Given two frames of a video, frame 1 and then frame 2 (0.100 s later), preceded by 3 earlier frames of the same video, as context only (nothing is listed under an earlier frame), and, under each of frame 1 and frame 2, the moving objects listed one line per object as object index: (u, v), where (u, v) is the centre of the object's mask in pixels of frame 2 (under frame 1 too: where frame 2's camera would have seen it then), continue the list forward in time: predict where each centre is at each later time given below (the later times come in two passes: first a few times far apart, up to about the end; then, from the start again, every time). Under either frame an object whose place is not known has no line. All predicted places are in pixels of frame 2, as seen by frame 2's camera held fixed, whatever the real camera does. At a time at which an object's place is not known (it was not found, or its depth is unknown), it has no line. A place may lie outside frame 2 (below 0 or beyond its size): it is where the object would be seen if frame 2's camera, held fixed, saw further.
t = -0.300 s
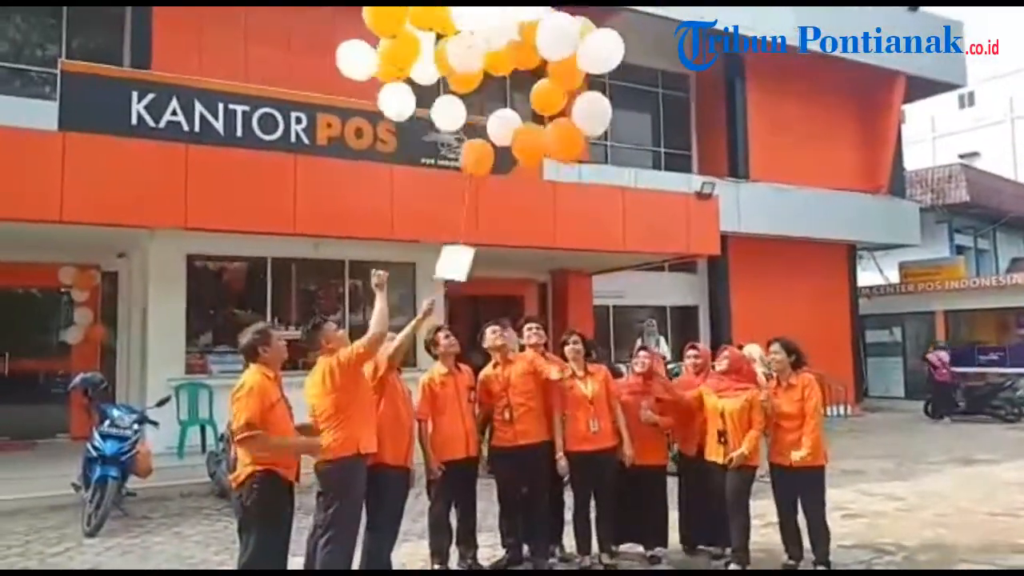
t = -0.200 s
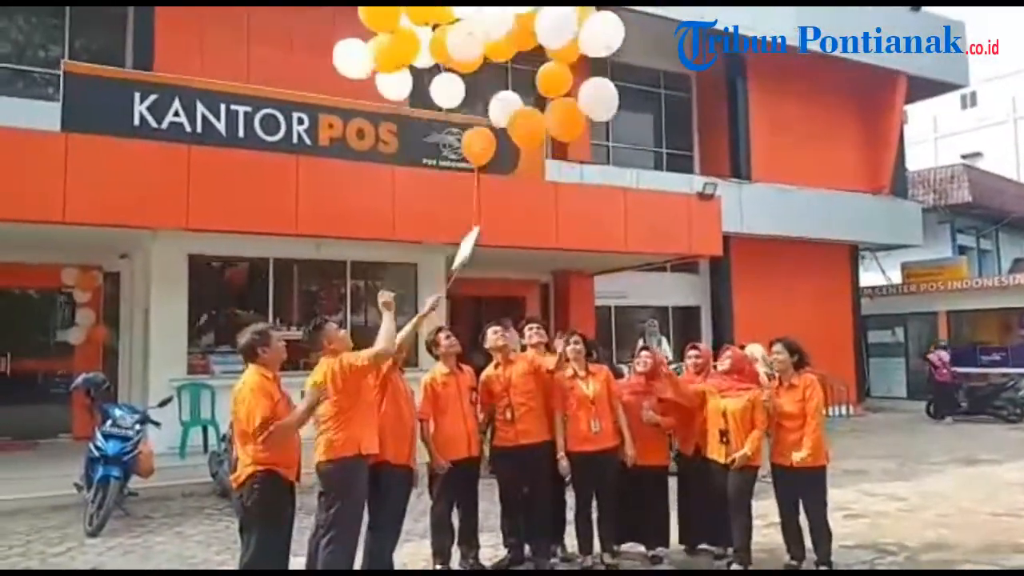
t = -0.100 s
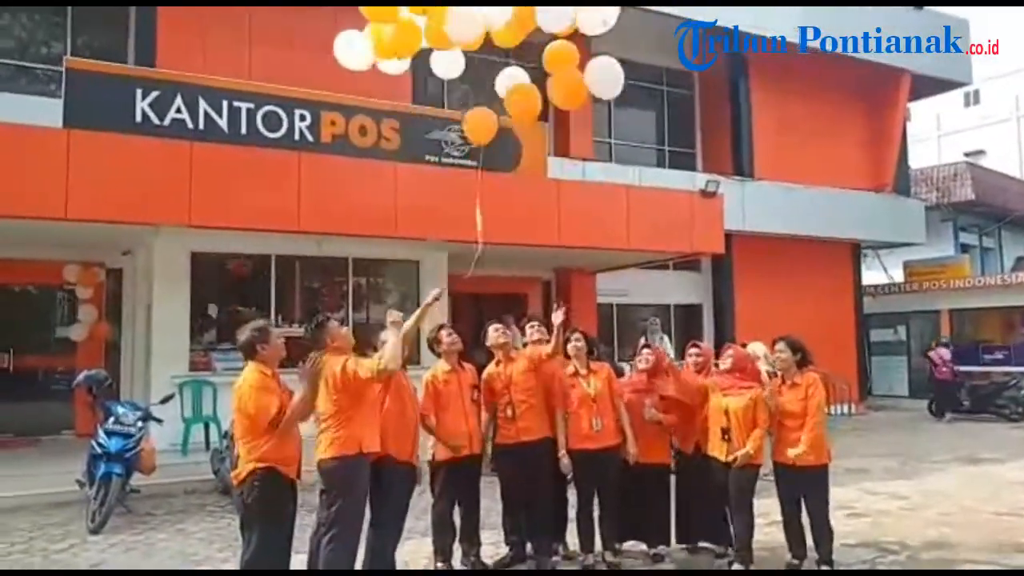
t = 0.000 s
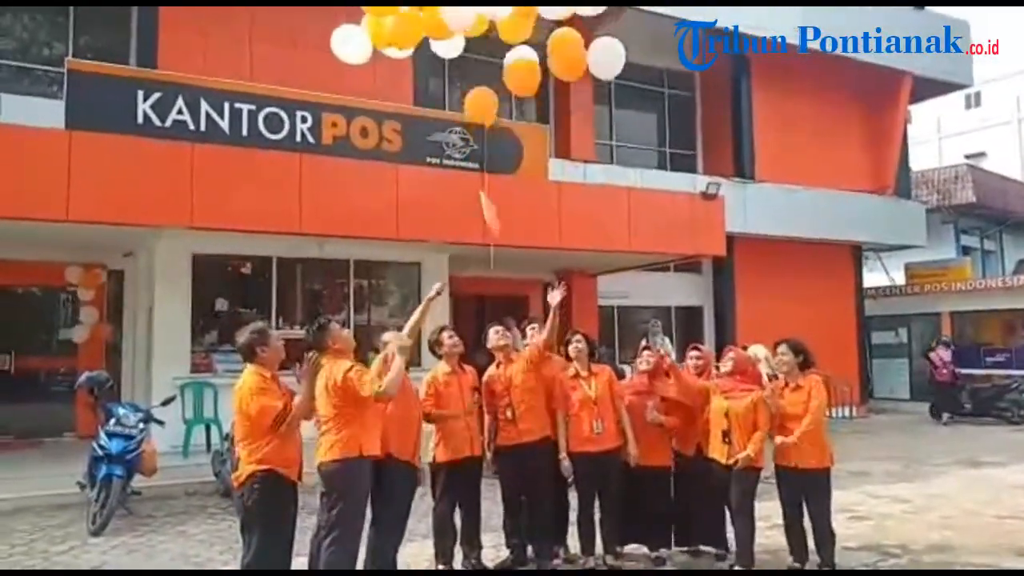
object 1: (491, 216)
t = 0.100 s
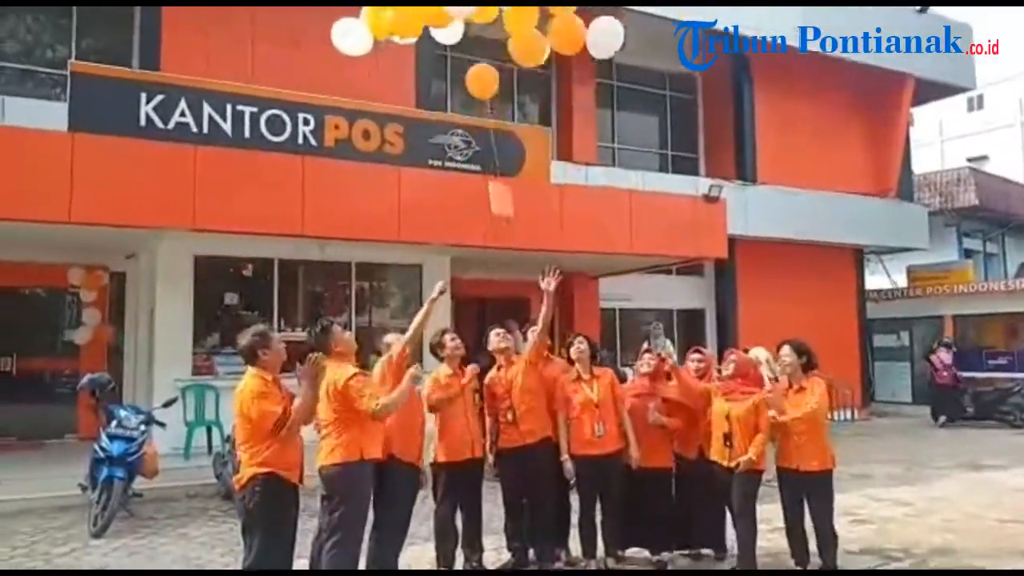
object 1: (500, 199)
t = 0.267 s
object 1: (511, 169)
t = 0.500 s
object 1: (509, 124)
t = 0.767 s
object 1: (496, 78)
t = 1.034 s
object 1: (482, 20)
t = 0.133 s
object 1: (503, 194)
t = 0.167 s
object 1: (506, 187)
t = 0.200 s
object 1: (507, 181)
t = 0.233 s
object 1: (509, 175)
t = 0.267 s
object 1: (511, 169)
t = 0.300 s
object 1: (511, 163)
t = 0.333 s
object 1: (511, 157)
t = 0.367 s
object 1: (511, 151)
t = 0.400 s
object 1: (511, 143)
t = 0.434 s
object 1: (510, 137)
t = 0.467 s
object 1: (509, 130)
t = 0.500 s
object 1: (509, 124)
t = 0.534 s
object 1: (507, 118)
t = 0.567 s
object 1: (507, 113)
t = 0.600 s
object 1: (507, 111)
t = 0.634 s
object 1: (505, 104)
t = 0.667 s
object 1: (502, 97)
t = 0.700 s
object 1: (500, 90)
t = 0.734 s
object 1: (498, 84)
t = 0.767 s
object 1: (496, 78)
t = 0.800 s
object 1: (494, 71)
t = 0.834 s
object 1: (492, 63)
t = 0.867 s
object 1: (490, 57)
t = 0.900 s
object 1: (488, 49)
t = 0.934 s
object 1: (486, 42)
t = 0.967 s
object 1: (485, 35)
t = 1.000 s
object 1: (483, 27)
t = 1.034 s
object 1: (482, 20)
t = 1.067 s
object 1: (482, 14)
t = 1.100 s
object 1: (481, 5)
